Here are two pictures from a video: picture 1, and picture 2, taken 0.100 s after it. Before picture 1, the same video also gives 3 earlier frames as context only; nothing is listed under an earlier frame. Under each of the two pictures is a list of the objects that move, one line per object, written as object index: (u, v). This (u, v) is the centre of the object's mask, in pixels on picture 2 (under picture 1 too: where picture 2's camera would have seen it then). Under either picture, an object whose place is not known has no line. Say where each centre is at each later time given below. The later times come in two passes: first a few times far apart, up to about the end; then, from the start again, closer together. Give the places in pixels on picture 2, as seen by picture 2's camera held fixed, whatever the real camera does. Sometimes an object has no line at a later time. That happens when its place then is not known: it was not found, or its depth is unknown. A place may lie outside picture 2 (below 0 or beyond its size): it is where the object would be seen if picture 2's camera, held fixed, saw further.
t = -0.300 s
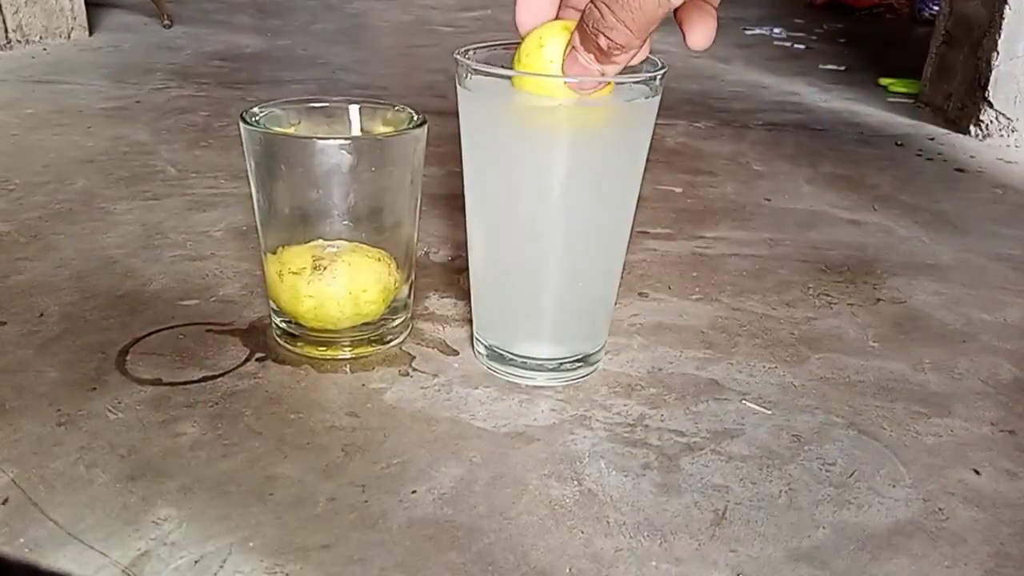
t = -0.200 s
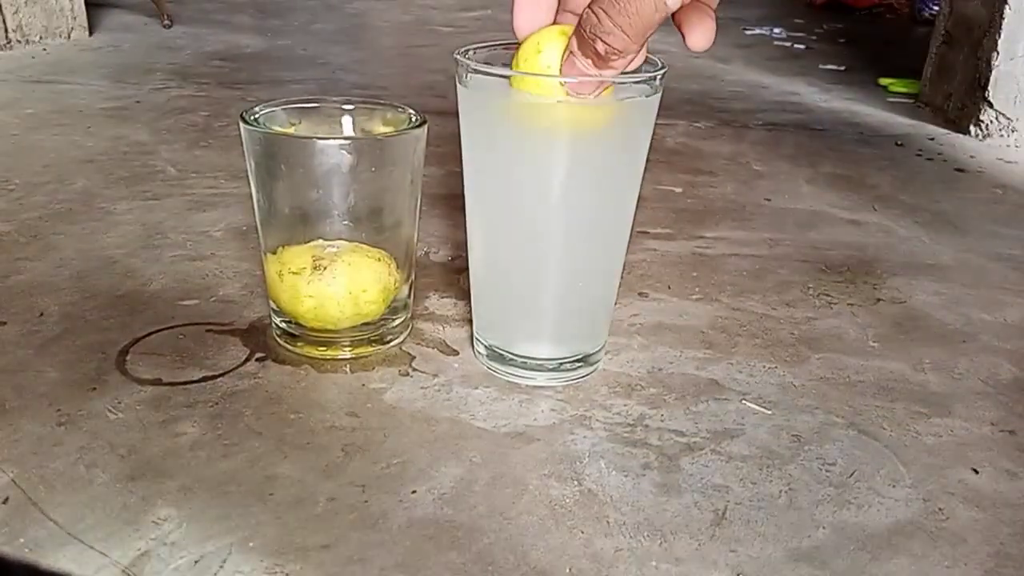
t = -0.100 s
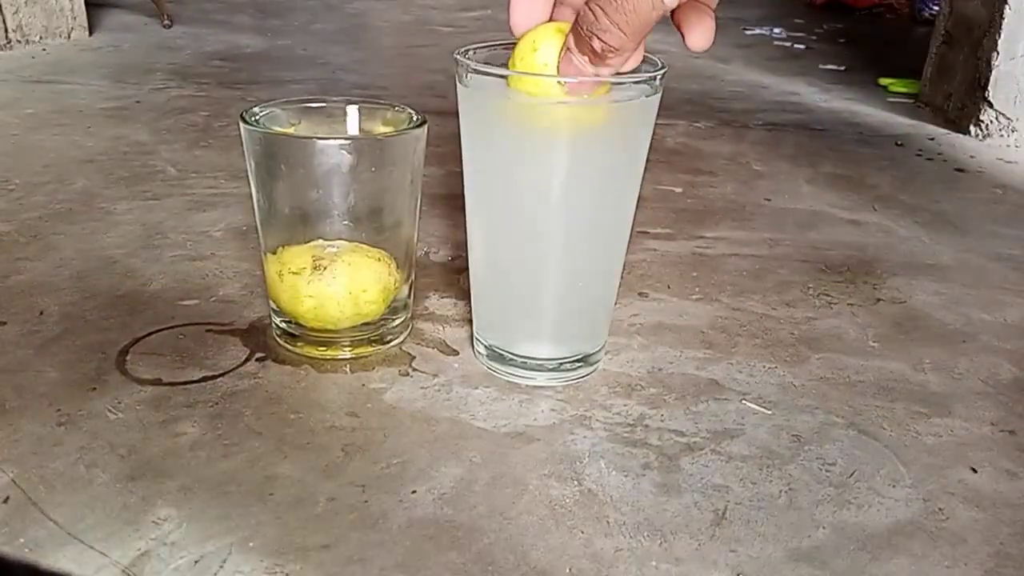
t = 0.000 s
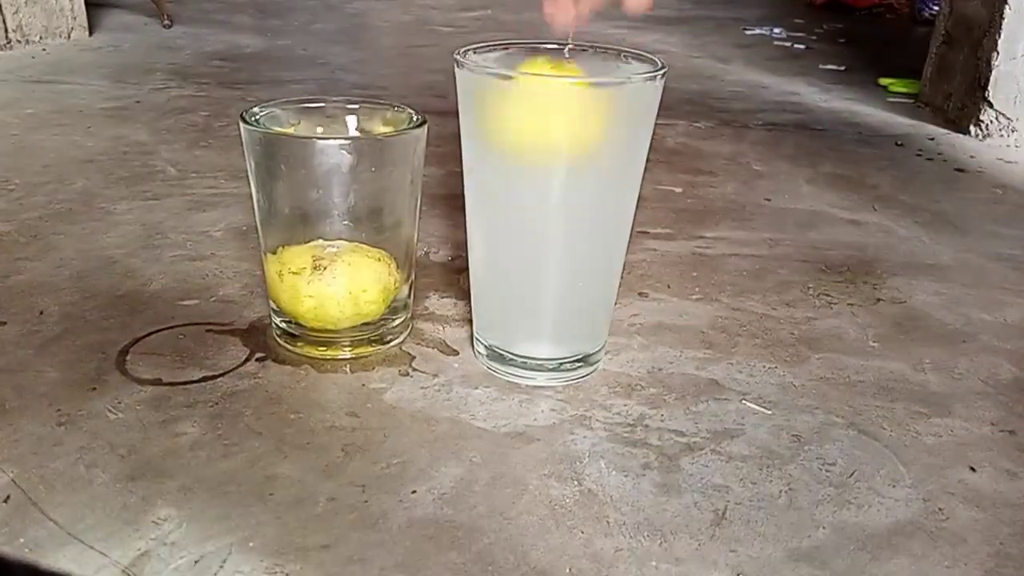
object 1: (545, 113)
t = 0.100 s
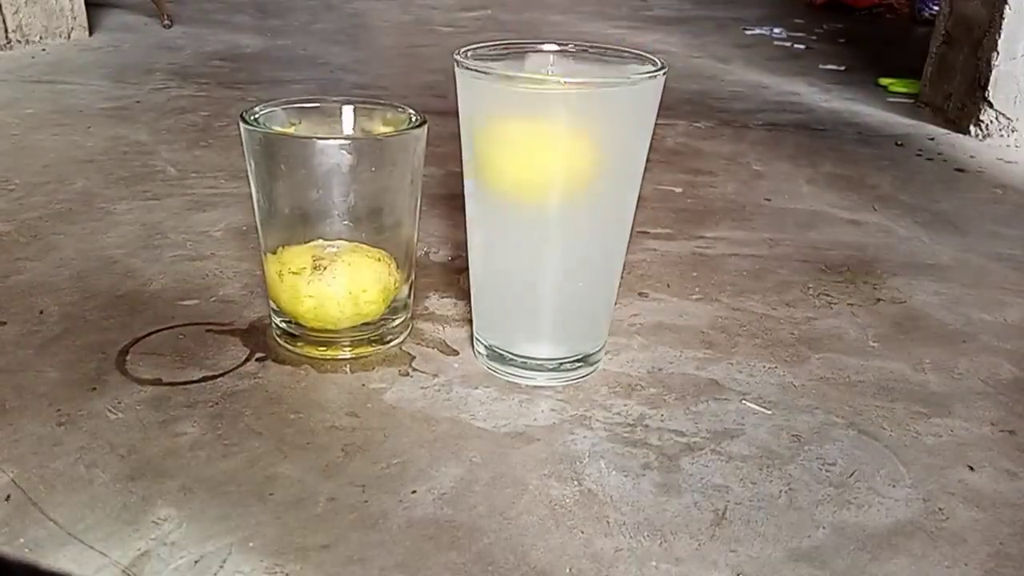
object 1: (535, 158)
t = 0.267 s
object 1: (521, 205)
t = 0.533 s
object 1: (531, 229)
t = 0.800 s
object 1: (553, 221)
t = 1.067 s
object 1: (560, 188)
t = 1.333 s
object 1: (552, 123)
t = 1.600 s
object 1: (530, 114)
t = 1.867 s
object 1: (513, 149)
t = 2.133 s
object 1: (514, 156)
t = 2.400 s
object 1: (527, 141)
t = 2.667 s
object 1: (551, 115)
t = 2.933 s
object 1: (574, 134)
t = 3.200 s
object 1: (586, 128)
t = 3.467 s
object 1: (590, 115)
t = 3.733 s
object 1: (589, 119)
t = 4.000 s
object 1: (591, 123)
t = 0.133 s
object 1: (532, 169)
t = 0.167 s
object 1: (530, 180)
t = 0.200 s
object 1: (525, 190)
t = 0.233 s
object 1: (523, 198)
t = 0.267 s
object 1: (521, 205)
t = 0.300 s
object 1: (521, 211)
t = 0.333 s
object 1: (520, 216)
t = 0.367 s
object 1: (521, 220)
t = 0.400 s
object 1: (522, 223)
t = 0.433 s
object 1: (525, 225)
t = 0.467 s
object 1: (526, 228)
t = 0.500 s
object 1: (528, 229)
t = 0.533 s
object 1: (531, 229)
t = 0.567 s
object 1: (535, 230)
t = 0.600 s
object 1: (537, 232)
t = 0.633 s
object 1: (540, 229)
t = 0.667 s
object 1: (542, 229)
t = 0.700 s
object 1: (546, 228)
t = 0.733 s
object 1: (548, 226)
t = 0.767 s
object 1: (551, 224)
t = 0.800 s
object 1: (553, 221)
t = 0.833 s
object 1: (555, 218)
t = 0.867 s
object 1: (557, 215)
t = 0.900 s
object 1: (558, 211)
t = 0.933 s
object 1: (558, 209)
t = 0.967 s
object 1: (559, 205)
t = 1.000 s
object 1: (560, 199)
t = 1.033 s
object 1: (560, 196)
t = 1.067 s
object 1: (560, 188)
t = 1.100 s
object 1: (561, 180)
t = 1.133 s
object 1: (562, 179)
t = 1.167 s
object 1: (560, 169)
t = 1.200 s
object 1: (559, 161)
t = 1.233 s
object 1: (558, 152)
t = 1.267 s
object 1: (557, 134)
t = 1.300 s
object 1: (555, 129)
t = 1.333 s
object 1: (552, 123)
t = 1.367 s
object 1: (550, 117)
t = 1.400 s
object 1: (547, 111)
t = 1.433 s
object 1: (546, 107)
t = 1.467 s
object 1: (544, 101)
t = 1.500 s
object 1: (541, 101)
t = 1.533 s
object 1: (538, 103)
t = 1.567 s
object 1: (533, 108)
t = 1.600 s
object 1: (530, 114)
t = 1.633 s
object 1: (527, 118)
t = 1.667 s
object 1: (525, 122)
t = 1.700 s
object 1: (522, 126)
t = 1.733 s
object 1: (522, 127)
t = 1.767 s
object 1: (516, 143)
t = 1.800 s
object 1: (513, 145)
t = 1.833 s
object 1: (514, 146)
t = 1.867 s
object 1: (513, 149)
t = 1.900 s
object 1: (513, 152)
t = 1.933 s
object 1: (513, 154)
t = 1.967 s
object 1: (513, 155)
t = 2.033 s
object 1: (513, 155)
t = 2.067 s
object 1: (513, 155)
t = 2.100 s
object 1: (514, 155)
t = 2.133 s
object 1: (514, 156)
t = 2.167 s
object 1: (515, 155)
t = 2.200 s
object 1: (516, 155)
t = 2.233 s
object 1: (517, 154)
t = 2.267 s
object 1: (518, 152)
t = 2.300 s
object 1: (520, 151)
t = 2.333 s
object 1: (522, 148)
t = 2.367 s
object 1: (524, 146)
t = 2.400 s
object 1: (527, 141)
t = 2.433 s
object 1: (530, 138)
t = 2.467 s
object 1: (533, 134)
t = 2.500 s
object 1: (537, 129)
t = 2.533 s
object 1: (540, 126)
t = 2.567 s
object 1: (543, 123)
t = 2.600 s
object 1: (546, 119)
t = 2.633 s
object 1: (548, 117)
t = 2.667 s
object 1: (551, 115)
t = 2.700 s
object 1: (554, 115)
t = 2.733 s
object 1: (557, 116)
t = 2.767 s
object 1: (561, 119)
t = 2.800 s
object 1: (564, 122)
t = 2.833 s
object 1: (567, 124)
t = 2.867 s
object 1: (568, 126)
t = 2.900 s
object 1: (571, 129)
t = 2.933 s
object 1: (574, 134)
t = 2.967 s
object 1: (576, 135)
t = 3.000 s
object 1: (578, 136)
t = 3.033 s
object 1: (580, 136)
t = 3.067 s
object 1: (581, 136)
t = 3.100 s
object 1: (584, 137)
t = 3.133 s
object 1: (585, 136)
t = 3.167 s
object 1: (586, 136)
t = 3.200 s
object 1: (586, 128)
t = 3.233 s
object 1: (586, 128)
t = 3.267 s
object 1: (588, 126)
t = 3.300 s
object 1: (590, 124)
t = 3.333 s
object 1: (591, 122)
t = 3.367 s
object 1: (591, 119)
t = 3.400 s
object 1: (591, 117)
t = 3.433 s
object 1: (591, 116)
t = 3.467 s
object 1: (590, 115)
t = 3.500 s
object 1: (590, 115)
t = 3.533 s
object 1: (590, 115)
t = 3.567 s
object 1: (590, 115)
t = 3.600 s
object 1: (590, 117)
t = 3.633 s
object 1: (590, 117)
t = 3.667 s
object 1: (590, 117)
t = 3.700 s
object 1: (589, 119)
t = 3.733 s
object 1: (589, 119)
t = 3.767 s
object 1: (589, 120)
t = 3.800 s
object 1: (589, 120)
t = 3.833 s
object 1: (588, 119)
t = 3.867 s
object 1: (588, 119)
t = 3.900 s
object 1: (588, 118)
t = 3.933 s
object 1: (588, 117)
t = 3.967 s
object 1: (589, 117)
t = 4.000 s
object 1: (591, 123)
